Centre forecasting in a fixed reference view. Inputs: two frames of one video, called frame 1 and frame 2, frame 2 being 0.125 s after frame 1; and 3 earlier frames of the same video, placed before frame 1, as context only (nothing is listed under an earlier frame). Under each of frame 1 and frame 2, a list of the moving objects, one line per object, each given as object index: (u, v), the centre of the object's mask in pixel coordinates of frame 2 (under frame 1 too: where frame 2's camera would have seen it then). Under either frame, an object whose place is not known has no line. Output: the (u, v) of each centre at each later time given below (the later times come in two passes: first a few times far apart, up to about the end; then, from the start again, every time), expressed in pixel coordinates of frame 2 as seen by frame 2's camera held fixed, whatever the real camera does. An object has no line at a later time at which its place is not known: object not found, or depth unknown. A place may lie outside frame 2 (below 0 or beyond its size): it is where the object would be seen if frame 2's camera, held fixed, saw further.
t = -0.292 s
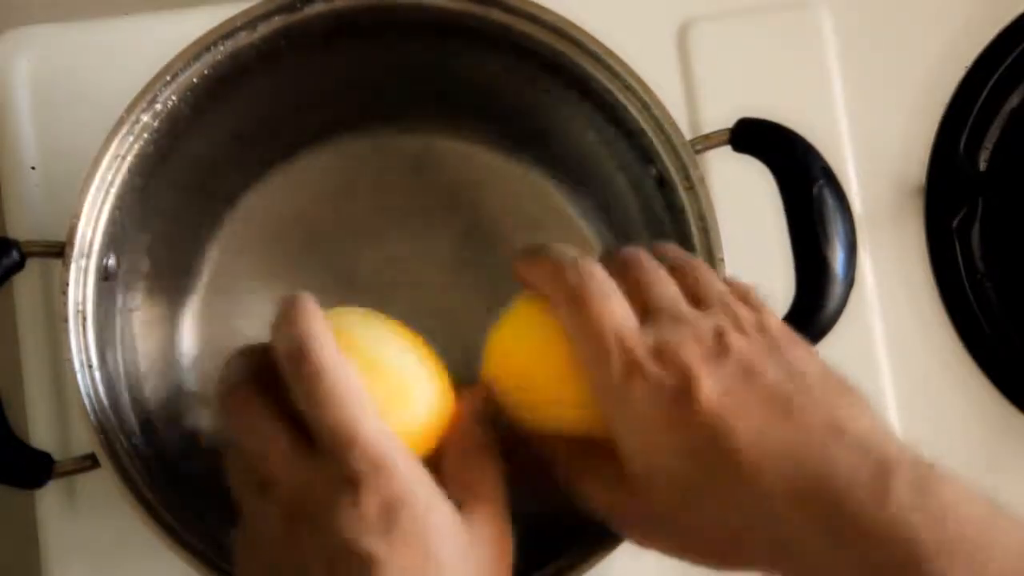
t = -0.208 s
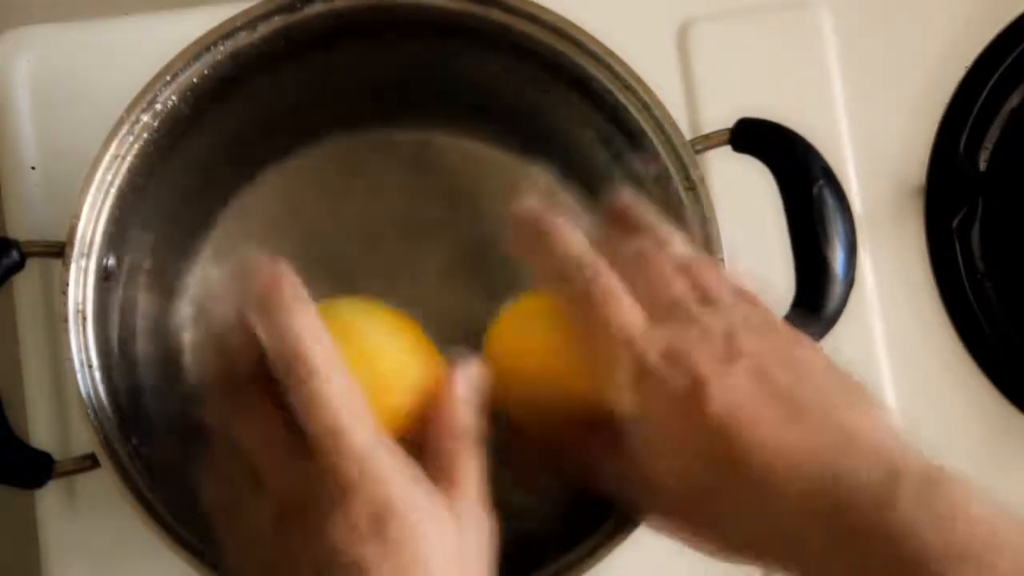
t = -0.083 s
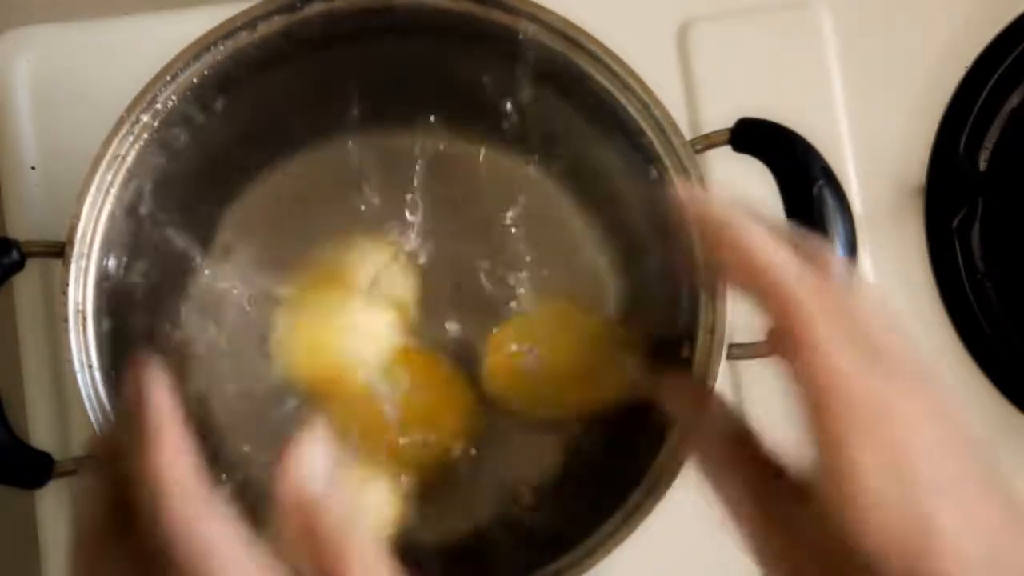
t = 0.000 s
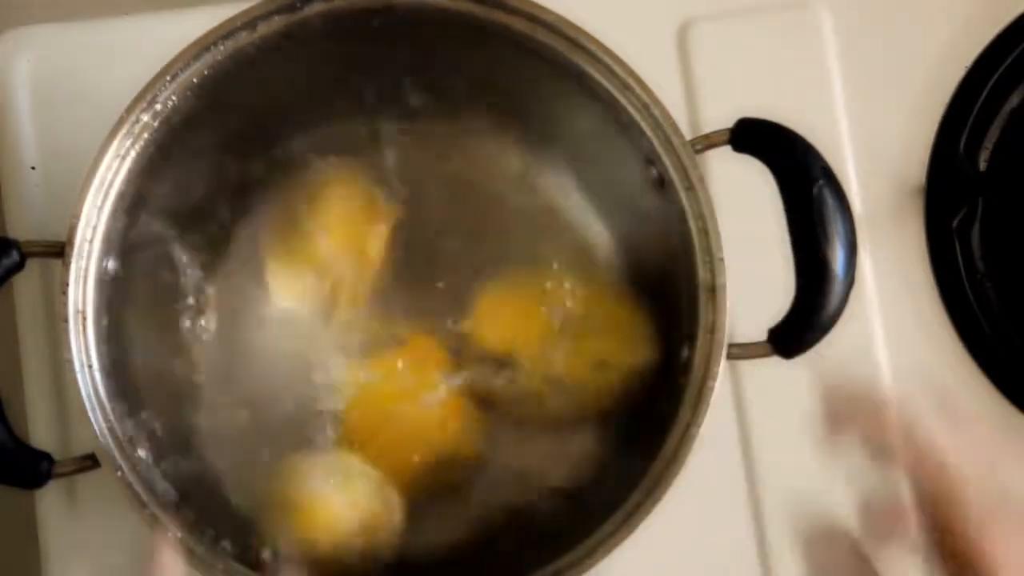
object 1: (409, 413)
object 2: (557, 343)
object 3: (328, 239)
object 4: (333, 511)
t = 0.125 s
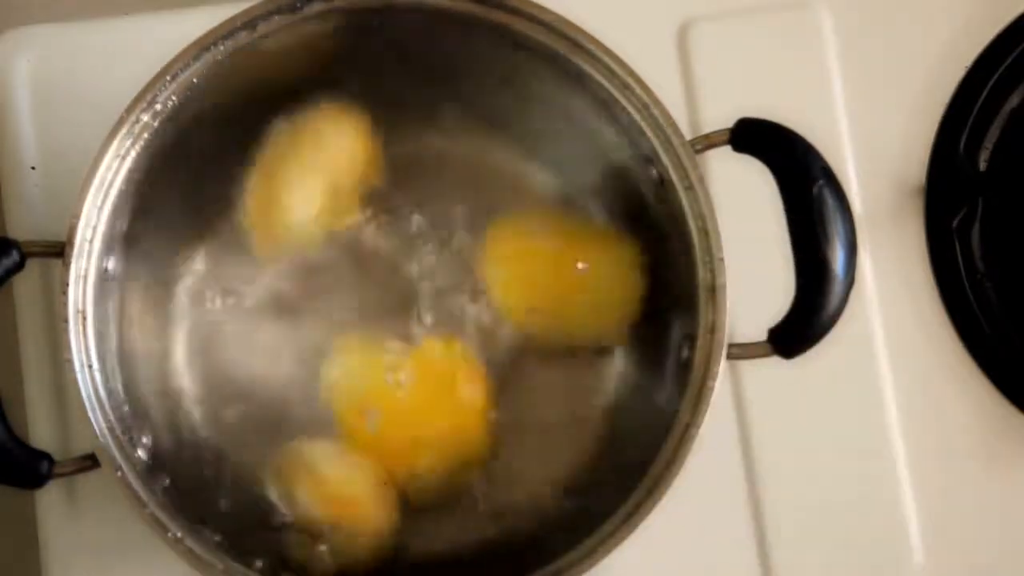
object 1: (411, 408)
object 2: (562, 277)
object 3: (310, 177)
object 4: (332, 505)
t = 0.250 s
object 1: (428, 409)
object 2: (550, 250)
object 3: (306, 153)
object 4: (330, 501)
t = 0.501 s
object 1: (462, 401)
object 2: (517, 206)
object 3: (301, 164)
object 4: (329, 475)
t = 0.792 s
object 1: (497, 385)
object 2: (491, 179)
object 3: (298, 209)
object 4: (324, 482)
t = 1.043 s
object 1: (515, 350)
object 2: (471, 166)
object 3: (284, 212)
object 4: (303, 475)
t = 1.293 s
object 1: (537, 332)
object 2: (449, 176)
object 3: (285, 220)
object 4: (285, 474)
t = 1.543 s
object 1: (543, 319)
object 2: (433, 170)
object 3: (286, 228)
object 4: (266, 465)
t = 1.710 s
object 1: (547, 319)
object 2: (429, 182)
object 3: (277, 237)
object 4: (257, 450)
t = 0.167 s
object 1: (419, 409)
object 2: (557, 266)
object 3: (307, 166)
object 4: (333, 502)
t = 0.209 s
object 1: (423, 410)
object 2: (554, 255)
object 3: (305, 149)
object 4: (328, 500)
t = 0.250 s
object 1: (428, 409)
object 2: (550, 250)
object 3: (306, 153)
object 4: (330, 501)
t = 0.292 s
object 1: (437, 408)
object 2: (547, 244)
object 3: (302, 153)
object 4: (337, 487)
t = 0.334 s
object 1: (443, 407)
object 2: (541, 239)
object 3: (306, 158)
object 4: (334, 485)
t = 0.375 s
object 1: (445, 407)
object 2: (535, 231)
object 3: (307, 161)
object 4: (336, 493)
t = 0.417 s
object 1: (450, 404)
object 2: (531, 222)
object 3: (304, 161)
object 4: (333, 486)
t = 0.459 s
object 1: (458, 402)
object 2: (526, 213)
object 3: (303, 162)
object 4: (331, 479)
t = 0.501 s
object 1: (462, 401)
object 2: (517, 206)
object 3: (301, 164)
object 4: (329, 475)
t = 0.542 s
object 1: (469, 395)
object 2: (510, 201)
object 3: (302, 166)
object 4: (325, 473)
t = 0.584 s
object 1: (472, 391)
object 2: (506, 192)
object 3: (300, 169)
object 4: (326, 472)
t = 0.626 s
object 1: (479, 389)
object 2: (500, 187)
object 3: (299, 175)
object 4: (323, 472)
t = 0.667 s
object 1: (484, 387)
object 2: (496, 186)
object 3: (298, 186)
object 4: (323, 472)
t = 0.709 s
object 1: (488, 389)
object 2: (494, 184)
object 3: (299, 193)
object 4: (325, 472)
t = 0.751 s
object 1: (493, 388)
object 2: (492, 183)
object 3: (300, 202)
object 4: (326, 477)
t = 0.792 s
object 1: (497, 385)
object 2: (491, 179)
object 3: (298, 209)
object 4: (324, 482)
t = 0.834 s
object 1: (494, 380)
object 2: (490, 177)
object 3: (293, 218)
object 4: (318, 481)
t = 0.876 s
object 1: (503, 376)
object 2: (486, 177)
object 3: (291, 221)
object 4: (315, 478)
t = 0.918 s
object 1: (508, 369)
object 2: (484, 177)
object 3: (292, 219)
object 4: (313, 480)
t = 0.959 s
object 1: (511, 365)
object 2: (481, 174)
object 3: (294, 214)
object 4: (309, 479)
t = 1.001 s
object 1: (513, 356)
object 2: (476, 169)
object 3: (290, 211)
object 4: (307, 477)
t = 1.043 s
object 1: (515, 350)
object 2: (471, 166)
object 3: (284, 212)
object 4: (303, 475)
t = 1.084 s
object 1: (521, 344)
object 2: (468, 167)
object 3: (283, 211)
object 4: (300, 475)
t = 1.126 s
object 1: (528, 343)
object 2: (464, 165)
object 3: (283, 210)
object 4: (296, 474)
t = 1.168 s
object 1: (533, 338)
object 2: (460, 163)
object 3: (285, 213)
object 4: (293, 475)
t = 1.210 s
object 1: (538, 335)
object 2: (456, 167)
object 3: (286, 216)
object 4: (291, 475)
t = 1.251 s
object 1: (538, 332)
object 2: (452, 174)
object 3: (285, 218)
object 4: (288, 476)
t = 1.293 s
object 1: (537, 332)
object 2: (449, 176)
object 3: (285, 220)
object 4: (285, 474)
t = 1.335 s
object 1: (538, 330)
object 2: (446, 175)
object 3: (284, 224)
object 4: (283, 473)
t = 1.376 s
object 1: (542, 328)
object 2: (443, 175)
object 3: (289, 228)
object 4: (285, 472)
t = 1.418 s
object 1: (546, 329)
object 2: (441, 174)
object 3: (290, 229)
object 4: (281, 470)
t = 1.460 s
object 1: (546, 329)
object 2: (440, 173)
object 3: (288, 229)
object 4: (269, 469)
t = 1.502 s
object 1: (544, 324)
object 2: (436, 172)
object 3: (287, 229)
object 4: (266, 467)
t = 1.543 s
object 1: (543, 319)
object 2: (433, 170)
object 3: (286, 228)
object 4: (266, 465)
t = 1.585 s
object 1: (544, 318)
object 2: (433, 171)
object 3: (284, 229)
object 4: (266, 462)
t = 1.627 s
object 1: (546, 319)
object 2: (432, 173)
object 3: (281, 231)
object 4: (258, 456)
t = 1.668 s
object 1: (546, 319)
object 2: (430, 177)
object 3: (280, 235)
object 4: (257, 452)
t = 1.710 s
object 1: (547, 319)
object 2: (429, 182)
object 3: (277, 237)
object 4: (257, 450)
